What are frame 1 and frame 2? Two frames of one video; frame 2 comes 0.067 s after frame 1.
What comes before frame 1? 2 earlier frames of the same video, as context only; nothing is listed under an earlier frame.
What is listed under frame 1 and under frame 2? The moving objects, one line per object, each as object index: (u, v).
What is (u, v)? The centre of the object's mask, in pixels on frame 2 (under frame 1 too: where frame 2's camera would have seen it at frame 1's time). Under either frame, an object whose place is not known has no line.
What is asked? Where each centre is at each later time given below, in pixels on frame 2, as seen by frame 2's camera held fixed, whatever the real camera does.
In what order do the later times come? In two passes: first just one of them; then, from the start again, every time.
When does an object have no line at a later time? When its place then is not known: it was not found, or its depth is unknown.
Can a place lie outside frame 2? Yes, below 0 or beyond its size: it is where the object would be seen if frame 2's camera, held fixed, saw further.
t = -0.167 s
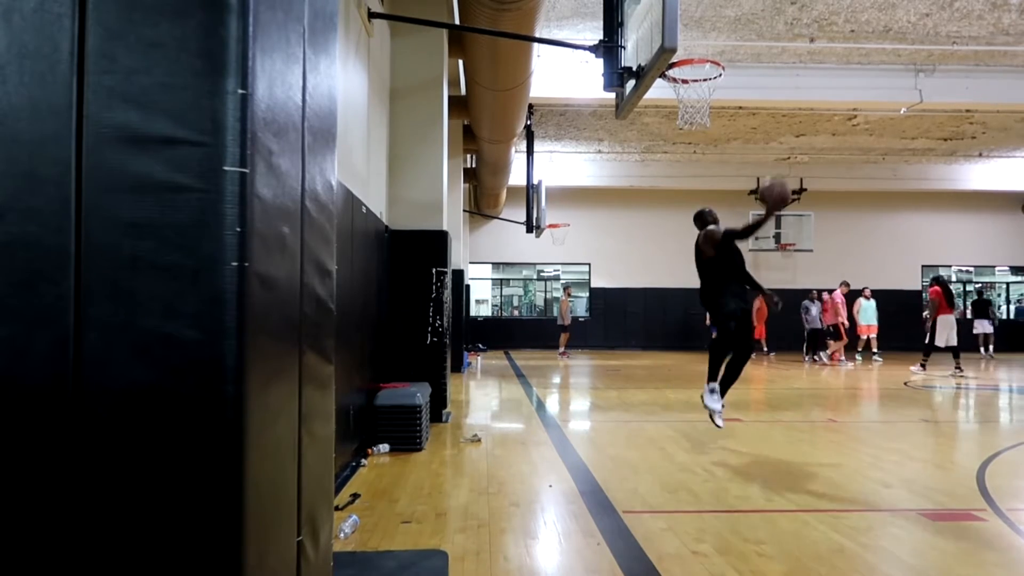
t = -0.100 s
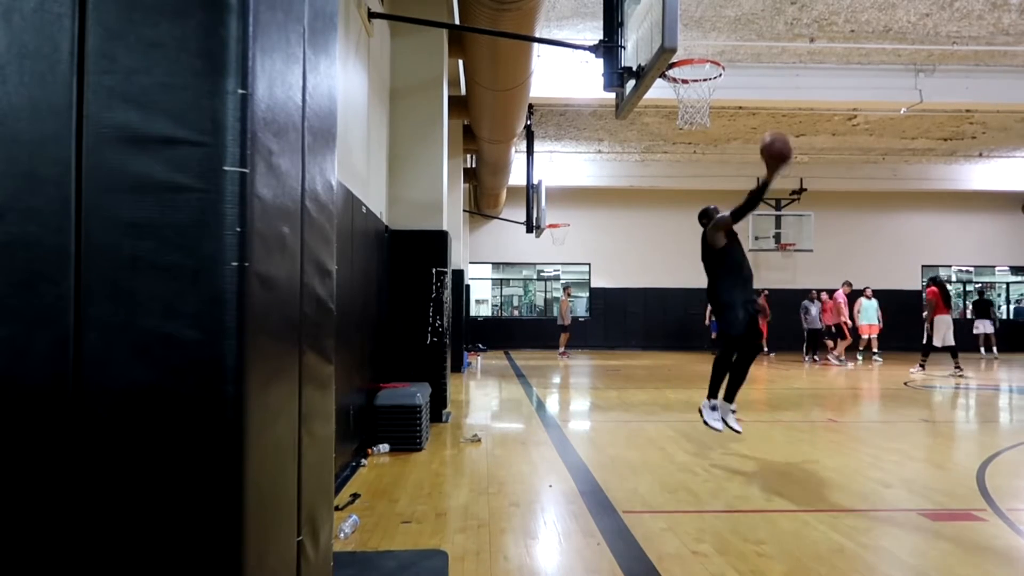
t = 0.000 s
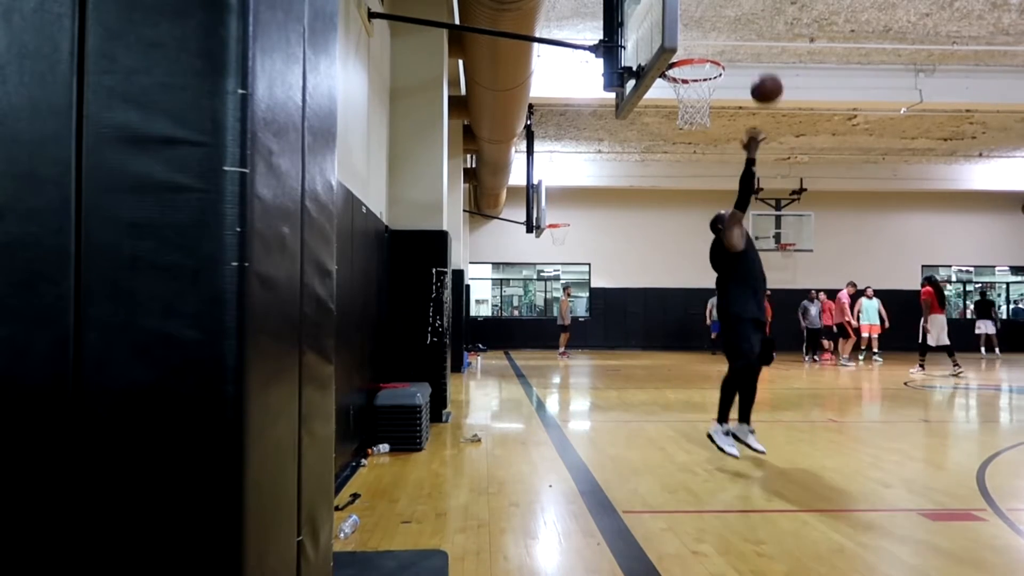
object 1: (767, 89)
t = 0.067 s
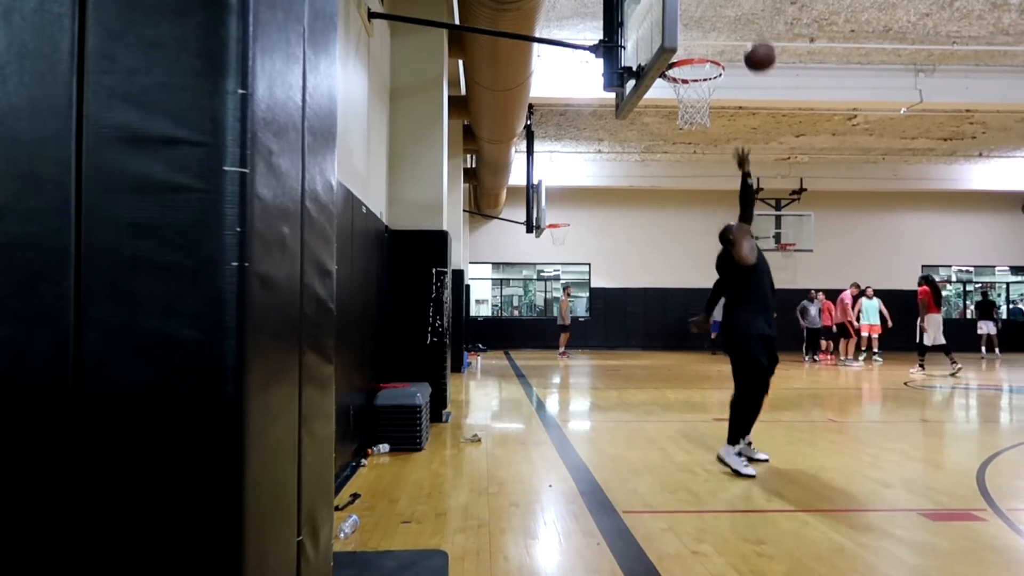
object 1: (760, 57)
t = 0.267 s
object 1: (739, 4)
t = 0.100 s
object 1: (756, 42)
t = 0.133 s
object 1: (753, 30)
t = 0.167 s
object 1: (750, 19)
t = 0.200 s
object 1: (746, 12)
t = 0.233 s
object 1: (742, 7)
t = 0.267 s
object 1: (739, 4)
